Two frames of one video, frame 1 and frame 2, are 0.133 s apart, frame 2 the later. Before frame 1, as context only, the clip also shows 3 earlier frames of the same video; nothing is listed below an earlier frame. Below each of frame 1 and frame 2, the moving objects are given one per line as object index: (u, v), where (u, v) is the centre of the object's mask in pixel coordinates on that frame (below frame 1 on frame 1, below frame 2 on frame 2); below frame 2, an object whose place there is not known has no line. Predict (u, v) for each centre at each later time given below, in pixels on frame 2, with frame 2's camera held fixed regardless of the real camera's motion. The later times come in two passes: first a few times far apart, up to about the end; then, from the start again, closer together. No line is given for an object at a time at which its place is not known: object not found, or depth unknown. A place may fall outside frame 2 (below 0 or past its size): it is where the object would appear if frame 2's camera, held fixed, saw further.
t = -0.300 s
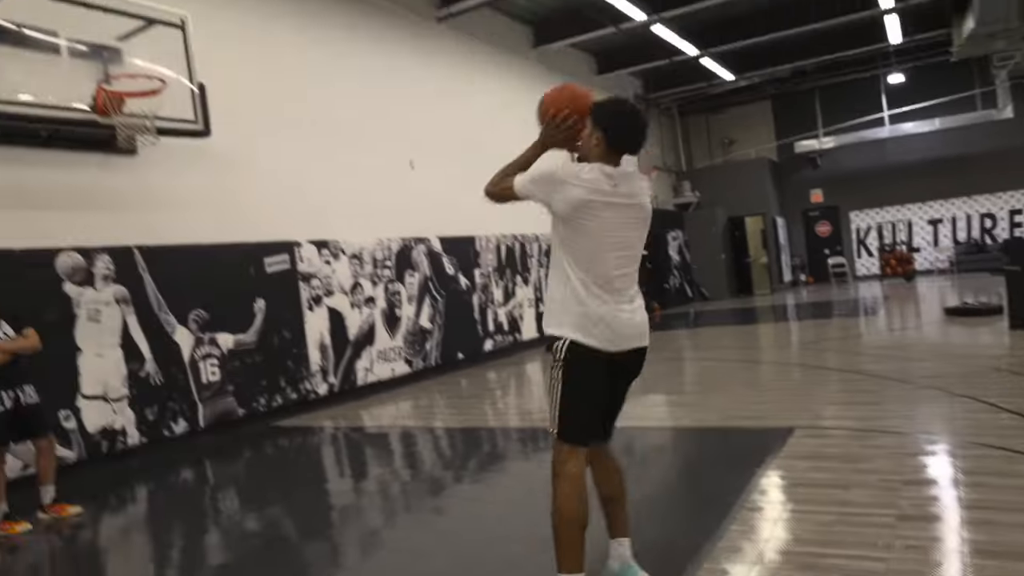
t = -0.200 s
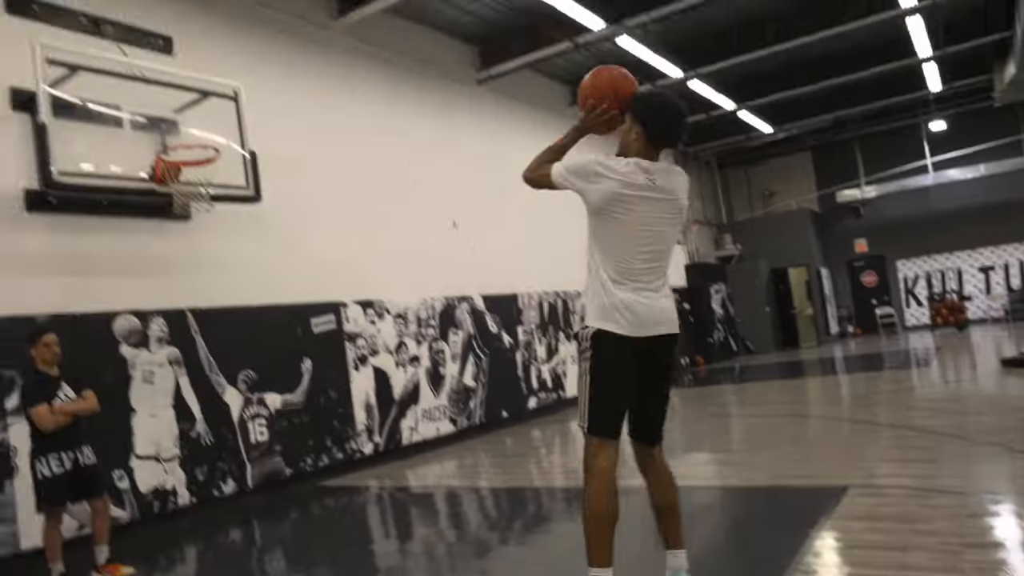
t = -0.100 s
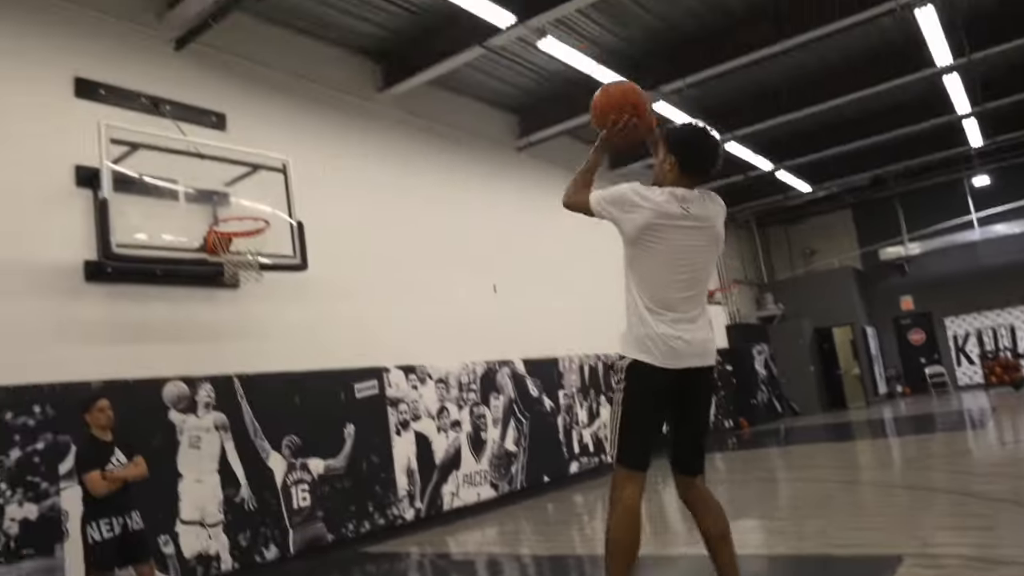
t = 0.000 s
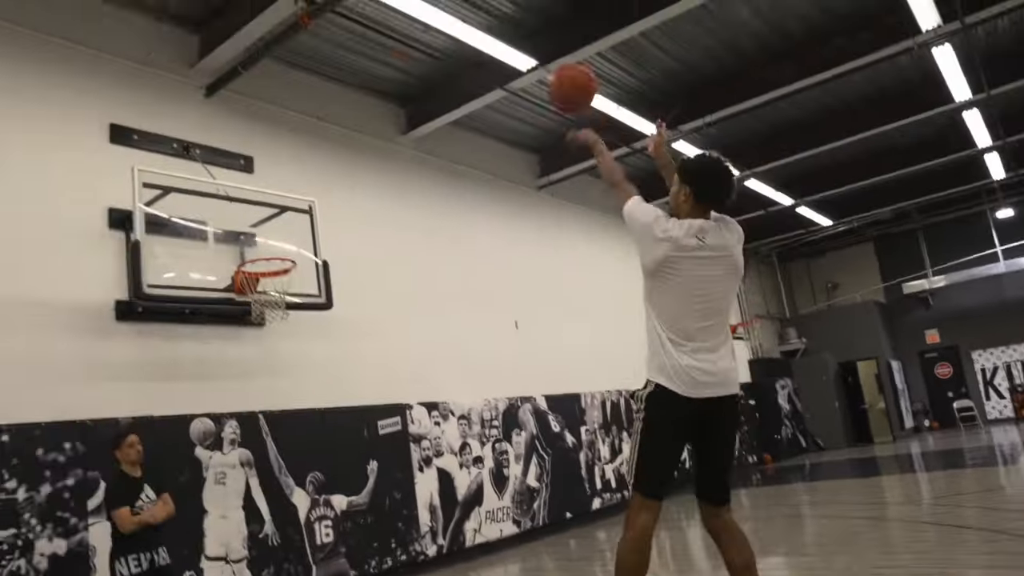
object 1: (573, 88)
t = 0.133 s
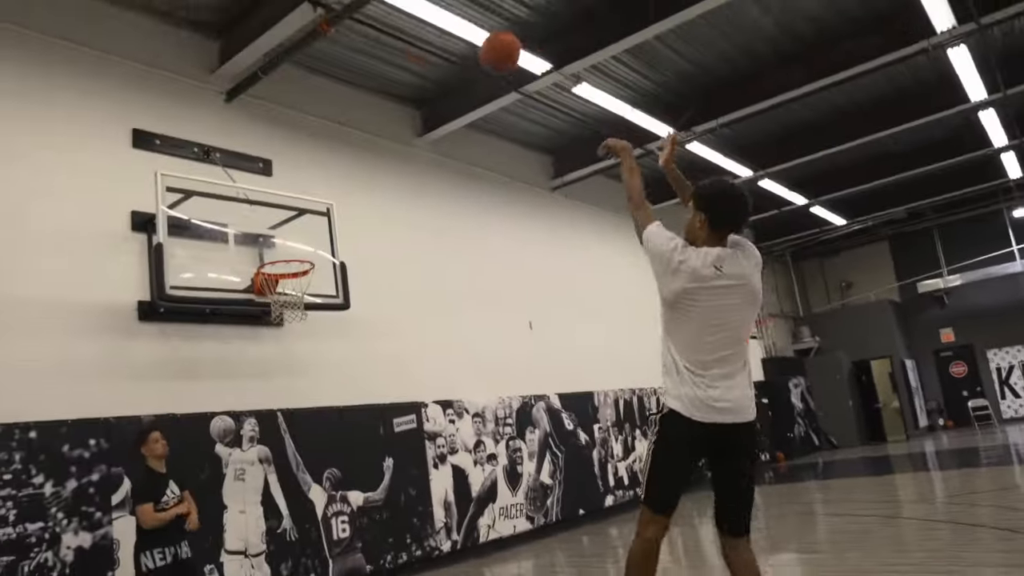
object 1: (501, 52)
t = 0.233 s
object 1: (451, 44)
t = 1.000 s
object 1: (294, 294)
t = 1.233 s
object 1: (331, 332)
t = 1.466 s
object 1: (371, 421)
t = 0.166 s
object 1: (483, 48)
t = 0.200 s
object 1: (466, 45)
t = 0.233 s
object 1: (451, 44)
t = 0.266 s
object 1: (436, 43)
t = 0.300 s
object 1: (421, 45)
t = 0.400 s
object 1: (386, 60)
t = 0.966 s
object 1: (283, 284)
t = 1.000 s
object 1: (294, 294)
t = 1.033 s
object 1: (301, 303)
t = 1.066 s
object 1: (306, 306)
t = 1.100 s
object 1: (311, 308)
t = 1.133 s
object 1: (316, 312)
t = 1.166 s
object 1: (321, 317)
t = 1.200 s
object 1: (326, 324)
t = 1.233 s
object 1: (331, 332)
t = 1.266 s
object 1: (336, 341)
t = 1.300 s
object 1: (342, 351)
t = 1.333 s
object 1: (347, 363)
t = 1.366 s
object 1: (353, 376)
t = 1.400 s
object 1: (359, 390)
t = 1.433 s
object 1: (365, 404)
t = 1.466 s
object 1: (371, 421)
